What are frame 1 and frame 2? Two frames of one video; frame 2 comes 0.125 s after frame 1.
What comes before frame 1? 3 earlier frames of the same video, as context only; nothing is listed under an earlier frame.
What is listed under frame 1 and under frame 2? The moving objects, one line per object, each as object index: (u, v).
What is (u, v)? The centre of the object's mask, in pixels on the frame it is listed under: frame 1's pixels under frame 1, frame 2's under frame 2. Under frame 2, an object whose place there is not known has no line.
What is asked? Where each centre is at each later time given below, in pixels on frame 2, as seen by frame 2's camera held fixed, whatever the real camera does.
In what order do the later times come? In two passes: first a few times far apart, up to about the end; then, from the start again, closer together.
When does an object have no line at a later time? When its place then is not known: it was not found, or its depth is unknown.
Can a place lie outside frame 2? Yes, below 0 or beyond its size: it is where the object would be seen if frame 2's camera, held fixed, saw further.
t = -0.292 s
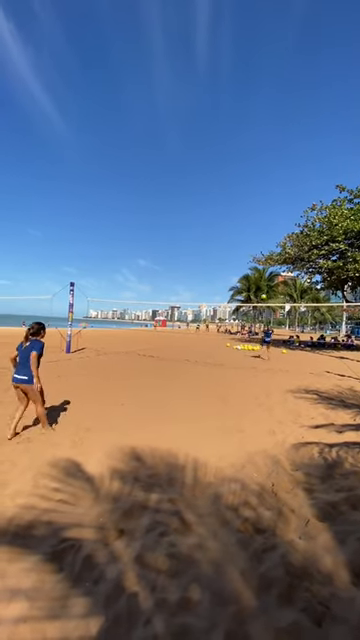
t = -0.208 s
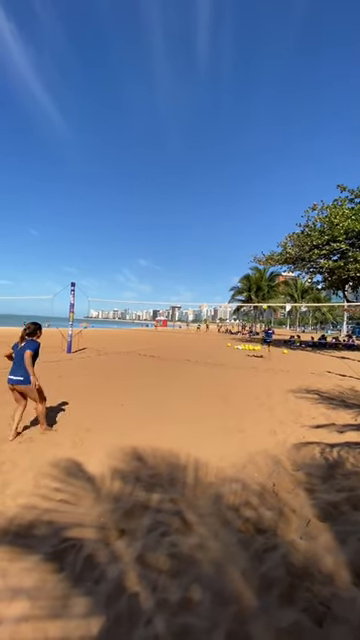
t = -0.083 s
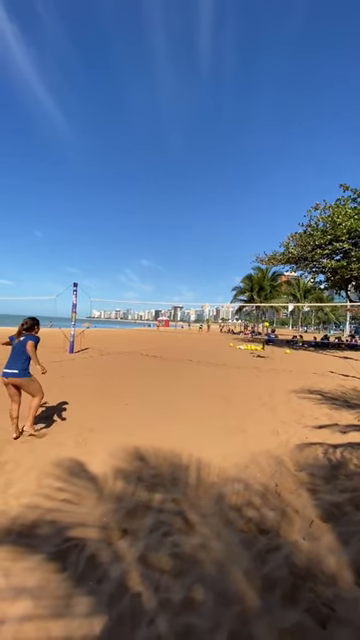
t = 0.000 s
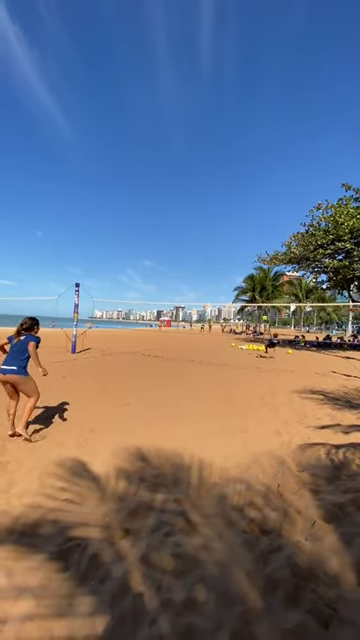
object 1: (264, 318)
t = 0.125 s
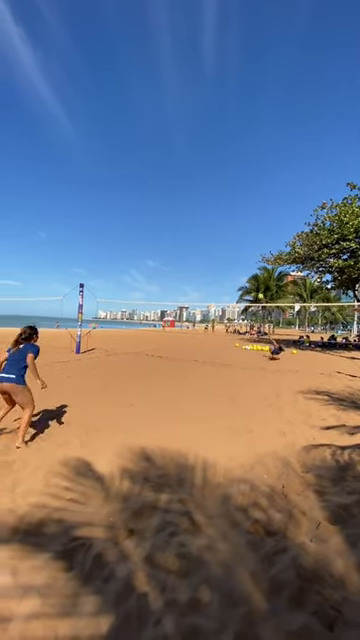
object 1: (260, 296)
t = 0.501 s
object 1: (223, 238)
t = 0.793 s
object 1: (177, 204)
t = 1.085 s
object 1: (92, 197)
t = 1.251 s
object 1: (12, 219)
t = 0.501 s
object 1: (223, 238)
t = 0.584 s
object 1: (212, 227)
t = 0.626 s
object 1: (206, 221)
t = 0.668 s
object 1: (200, 217)
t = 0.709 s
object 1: (193, 212)
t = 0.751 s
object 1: (185, 208)
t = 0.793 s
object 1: (177, 204)
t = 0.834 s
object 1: (168, 201)
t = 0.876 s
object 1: (158, 198)
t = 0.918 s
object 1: (147, 196)
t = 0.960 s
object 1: (135, 195)
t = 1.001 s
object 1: (122, 194)
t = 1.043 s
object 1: (108, 195)
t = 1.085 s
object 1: (92, 197)
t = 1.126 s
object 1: (76, 200)
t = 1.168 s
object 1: (57, 204)
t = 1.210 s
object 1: (35, 211)
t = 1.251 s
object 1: (12, 219)
